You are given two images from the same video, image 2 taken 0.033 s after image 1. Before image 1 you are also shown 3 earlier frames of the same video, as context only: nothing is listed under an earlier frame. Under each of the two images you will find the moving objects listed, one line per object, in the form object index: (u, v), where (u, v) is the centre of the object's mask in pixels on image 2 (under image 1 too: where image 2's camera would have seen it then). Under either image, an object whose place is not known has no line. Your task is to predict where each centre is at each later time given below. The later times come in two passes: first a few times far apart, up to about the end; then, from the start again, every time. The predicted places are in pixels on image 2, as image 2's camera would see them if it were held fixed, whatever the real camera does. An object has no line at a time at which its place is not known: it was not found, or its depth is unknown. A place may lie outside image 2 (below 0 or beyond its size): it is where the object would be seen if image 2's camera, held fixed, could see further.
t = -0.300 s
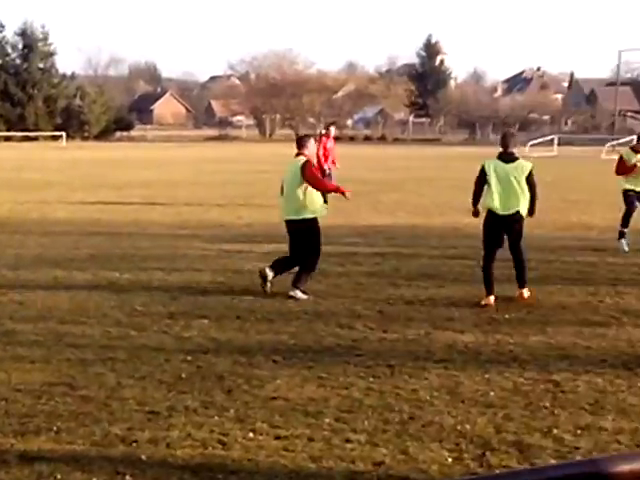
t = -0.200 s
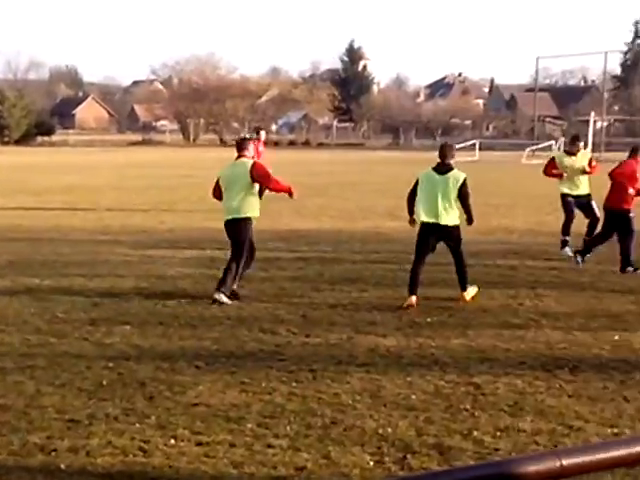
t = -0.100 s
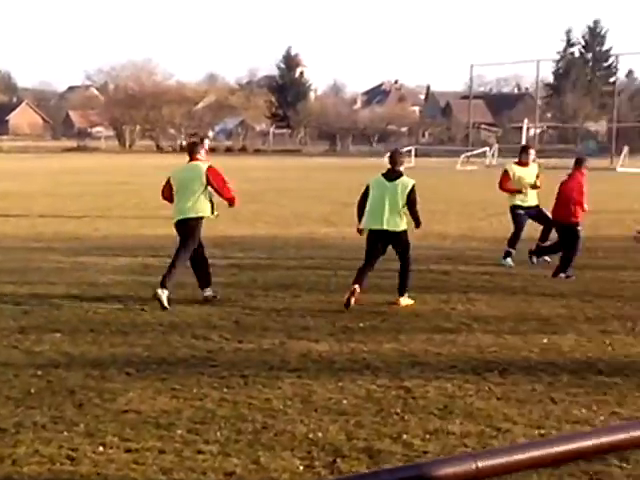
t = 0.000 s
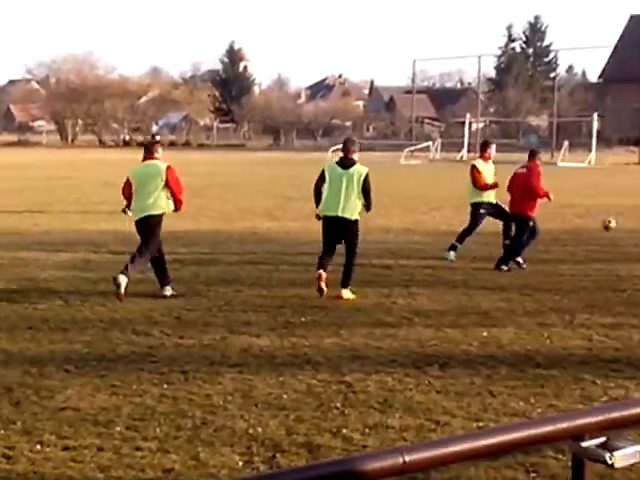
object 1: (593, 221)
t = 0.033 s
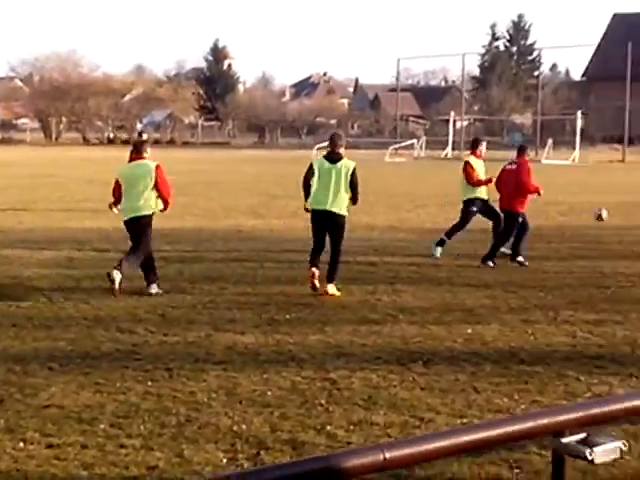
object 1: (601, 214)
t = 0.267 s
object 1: (652, 192)
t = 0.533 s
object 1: (703, 208)
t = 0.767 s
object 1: (740, 197)
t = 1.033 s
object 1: (778, 204)
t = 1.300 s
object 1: (812, 200)
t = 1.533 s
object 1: (839, 195)
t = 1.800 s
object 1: (863, 186)
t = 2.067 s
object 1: (886, 188)
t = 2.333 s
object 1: (907, 186)
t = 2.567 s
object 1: (922, 185)
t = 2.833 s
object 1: (938, 185)
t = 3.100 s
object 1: (954, 184)
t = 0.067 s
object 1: (608, 210)
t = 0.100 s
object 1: (617, 204)
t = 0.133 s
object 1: (623, 201)
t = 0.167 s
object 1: (632, 197)
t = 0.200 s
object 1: (638, 195)
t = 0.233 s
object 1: (645, 193)
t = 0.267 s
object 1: (652, 192)
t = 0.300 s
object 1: (659, 192)
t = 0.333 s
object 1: (666, 192)
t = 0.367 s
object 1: (672, 193)
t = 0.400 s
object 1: (678, 194)
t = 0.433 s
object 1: (685, 197)
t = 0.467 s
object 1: (691, 200)
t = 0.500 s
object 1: (697, 203)
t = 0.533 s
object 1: (703, 208)
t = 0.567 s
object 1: (710, 211)
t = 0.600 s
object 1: (714, 211)
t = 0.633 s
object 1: (720, 207)
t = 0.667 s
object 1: (725, 204)
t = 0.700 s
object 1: (730, 201)
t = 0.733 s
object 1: (736, 198)
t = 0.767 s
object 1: (740, 197)
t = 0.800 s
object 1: (745, 195)
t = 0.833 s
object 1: (750, 195)
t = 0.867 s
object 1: (755, 195)
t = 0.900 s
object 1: (760, 196)
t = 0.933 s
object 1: (764, 198)
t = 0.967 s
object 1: (769, 200)
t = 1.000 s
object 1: (774, 202)
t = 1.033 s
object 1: (778, 204)
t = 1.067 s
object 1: (783, 202)
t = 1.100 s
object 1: (787, 200)
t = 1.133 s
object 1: (791, 199)
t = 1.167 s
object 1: (795, 198)
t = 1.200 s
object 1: (799, 198)
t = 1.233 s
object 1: (804, 197)
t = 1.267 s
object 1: (808, 198)
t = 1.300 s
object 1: (812, 200)
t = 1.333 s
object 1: (816, 199)
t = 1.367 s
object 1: (821, 198)
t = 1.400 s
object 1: (824, 196)
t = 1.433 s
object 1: (828, 195)
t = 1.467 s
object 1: (832, 195)
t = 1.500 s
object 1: (836, 195)
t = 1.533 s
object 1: (839, 195)
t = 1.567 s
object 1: (843, 196)
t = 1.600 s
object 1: (847, 196)
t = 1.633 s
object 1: (850, 194)
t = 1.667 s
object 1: (853, 191)
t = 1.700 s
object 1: (855, 190)
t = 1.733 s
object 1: (858, 189)
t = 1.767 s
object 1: (860, 187)
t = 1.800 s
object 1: (863, 186)
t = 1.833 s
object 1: (867, 186)
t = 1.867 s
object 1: (870, 187)
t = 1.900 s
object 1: (872, 188)
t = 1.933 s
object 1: (875, 189)
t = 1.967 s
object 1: (878, 191)
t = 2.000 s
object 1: (880, 191)
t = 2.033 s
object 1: (883, 189)
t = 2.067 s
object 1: (886, 188)
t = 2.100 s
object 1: (890, 187)
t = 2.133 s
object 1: (892, 186)
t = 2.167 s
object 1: (895, 187)
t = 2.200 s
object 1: (897, 187)
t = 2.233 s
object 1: (900, 188)
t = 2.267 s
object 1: (903, 188)
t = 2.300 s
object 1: (905, 187)
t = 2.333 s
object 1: (907, 186)
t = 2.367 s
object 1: (909, 185)
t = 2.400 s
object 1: (911, 186)
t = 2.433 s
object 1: (914, 187)
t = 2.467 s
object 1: (916, 186)
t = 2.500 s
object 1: (918, 185)
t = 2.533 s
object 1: (920, 185)
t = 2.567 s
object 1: (922, 185)
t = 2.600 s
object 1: (924, 185)
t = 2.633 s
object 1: (926, 185)
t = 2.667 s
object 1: (929, 185)
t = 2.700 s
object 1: (931, 184)
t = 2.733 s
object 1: (933, 185)
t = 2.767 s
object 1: (935, 185)
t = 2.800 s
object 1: (937, 185)
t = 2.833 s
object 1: (938, 185)
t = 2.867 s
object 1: (940, 185)
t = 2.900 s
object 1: (942, 185)
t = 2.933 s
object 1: (945, 184)
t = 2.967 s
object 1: (947, 184)
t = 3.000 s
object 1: (949, 184)
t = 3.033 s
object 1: (951, 184)
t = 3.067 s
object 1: (953, 184)
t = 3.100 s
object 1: (954, 184)
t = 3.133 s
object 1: (956, 184)
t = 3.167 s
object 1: (958, 183)
